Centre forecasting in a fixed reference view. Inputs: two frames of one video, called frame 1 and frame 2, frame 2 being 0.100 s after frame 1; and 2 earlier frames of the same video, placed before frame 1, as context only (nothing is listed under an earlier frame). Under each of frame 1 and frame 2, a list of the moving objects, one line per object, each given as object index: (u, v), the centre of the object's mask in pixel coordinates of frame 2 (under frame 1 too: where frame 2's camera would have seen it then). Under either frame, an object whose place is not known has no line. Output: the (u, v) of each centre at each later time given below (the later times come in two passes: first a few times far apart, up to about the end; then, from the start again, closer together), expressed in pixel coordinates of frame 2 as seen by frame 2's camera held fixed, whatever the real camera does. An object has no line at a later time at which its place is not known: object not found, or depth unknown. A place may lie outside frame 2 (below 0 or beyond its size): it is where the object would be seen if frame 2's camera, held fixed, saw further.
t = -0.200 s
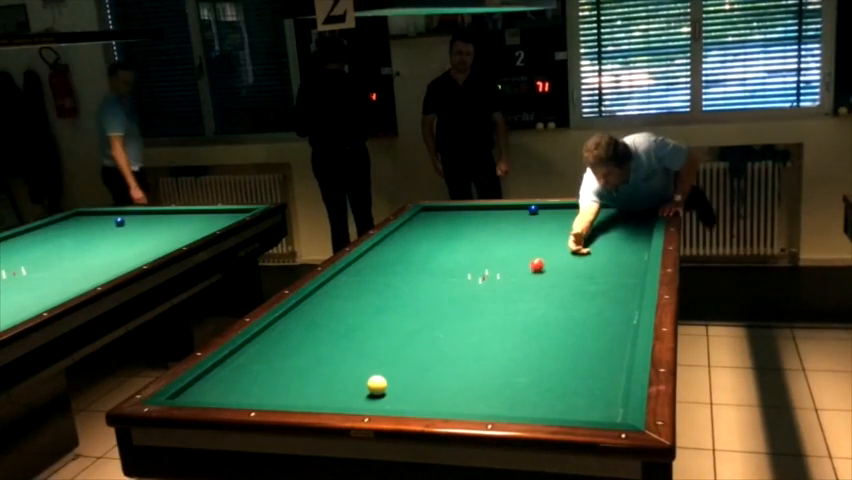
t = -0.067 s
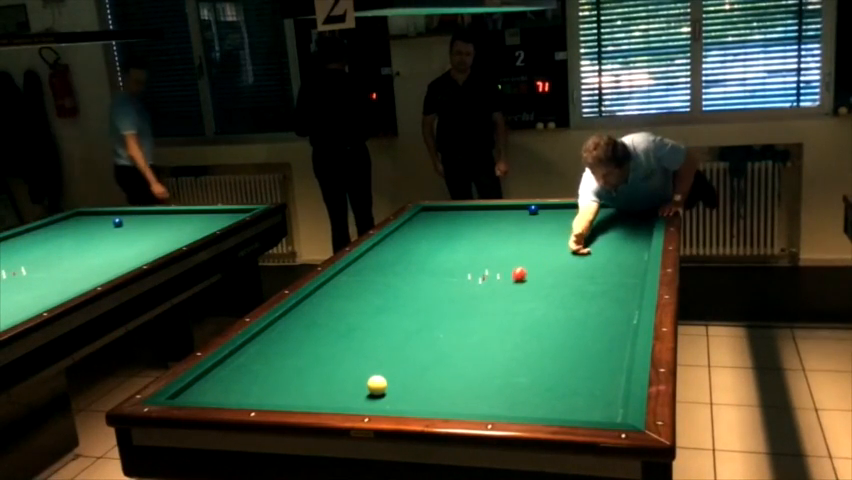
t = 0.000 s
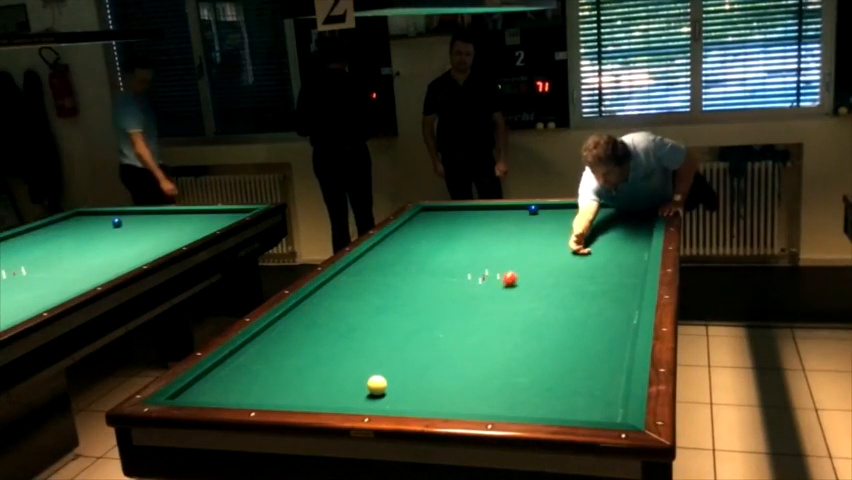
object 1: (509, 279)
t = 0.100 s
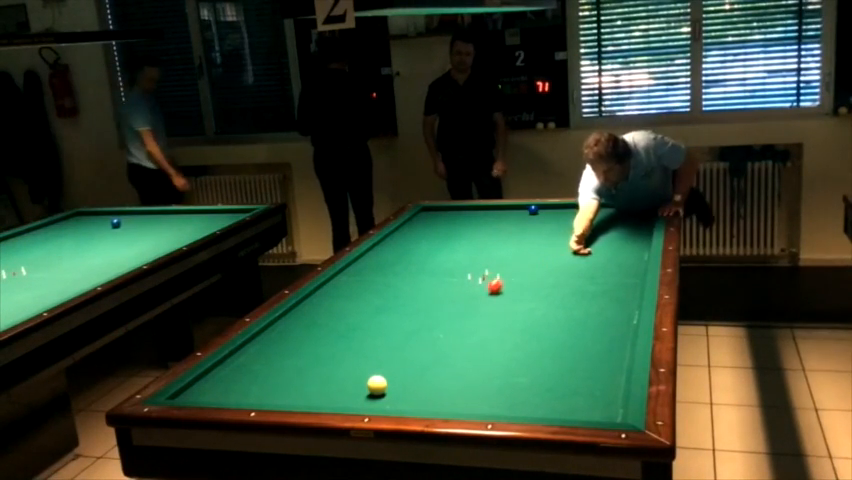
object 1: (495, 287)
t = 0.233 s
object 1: (473, 297)
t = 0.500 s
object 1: (428, 319)
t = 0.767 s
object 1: (377, 345)
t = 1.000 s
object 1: (326, 369)
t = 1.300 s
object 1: (261, 396)
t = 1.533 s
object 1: (266, 378)
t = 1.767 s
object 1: (267, 363)
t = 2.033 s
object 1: (269, 347)
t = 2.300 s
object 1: (271, 333)
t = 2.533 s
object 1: (278, 323)
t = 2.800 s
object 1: (298, 313)
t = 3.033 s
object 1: (315, 305)
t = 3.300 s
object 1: (332, 296)
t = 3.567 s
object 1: (348, 289)
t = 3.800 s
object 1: (361, 282)
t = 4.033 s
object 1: (374, 277)
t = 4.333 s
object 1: (389, 270)
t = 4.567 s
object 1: (396, 266)
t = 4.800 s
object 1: (397, 266)
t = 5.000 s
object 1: (396, 266)
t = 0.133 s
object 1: (489, 289)
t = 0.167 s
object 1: (484, 291)
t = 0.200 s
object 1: (479, 294)
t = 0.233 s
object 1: (473, 297)
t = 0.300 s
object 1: (463, 302)
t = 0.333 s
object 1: (457, 305)
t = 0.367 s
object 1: (452, 307)
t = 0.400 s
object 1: (446, 310)
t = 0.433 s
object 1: (440, 313)
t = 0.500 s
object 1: (428, 319)
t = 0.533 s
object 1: (422, 322)
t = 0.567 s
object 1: (416, 325)
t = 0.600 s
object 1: (410, 328)
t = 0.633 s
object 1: (403, 332)
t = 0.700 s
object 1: (390, 338)
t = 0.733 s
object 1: (383, 341)
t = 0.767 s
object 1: (377, 345)
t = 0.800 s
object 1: (370, 348)
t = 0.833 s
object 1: (362, 352)
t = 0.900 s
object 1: (348, 358)
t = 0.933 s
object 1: (341, 362)
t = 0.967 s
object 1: (333, 366)
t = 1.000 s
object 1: (326, 369)
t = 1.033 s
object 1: (318, 373)
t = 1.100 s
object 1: (301, 381)
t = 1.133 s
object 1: (293, 385)
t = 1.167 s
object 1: (285, 389)
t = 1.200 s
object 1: (276, 393)
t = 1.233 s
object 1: (268, 395)
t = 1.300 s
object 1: (261, 396)
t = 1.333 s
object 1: (263, 394)
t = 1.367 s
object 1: (263, 391)
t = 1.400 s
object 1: (264, 388)
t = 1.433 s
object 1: (265, 386)
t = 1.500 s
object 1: (265, 381)
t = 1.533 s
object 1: (266, 378)
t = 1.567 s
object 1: (266, 376)
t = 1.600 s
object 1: (266, 374)
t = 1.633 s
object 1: (266, 371)
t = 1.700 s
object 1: (267, 367)
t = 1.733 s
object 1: (267, 365)
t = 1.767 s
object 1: (267, 363)
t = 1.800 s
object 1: (268, 361)
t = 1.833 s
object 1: (268, 359)
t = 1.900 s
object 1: (268, 355)
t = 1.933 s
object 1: (268, 353)
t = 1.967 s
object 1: (269, 351)
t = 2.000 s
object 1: (269, 349)
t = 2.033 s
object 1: (269, 347)
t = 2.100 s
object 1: (270, 344)
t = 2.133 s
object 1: (270, 342)
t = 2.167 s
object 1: (270, 340)
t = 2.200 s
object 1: (270, 338)
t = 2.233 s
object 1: (271, 336)
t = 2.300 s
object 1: (271, 333)
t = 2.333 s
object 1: (271, 331)
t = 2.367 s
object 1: (272, 330)
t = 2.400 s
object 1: (272, 328)
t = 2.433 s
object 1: (272, 327)
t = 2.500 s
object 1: (276, 324)
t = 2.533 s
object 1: (278, 323)
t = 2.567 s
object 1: (281, 321)
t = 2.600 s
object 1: (284, 320)
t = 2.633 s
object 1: (286, 318)
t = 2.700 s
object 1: (291, 316)
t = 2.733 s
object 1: (294, 315)
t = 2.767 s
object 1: (296, 314)
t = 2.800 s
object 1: (298, 313)
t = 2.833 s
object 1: (301, 312)
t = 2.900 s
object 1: (306, 309)
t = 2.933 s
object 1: (308, 308)
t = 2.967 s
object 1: (311, 307)
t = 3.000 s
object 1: (313, 306)
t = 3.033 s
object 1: (315, 305)
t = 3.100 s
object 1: (319, 303)
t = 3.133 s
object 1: (322, 301)
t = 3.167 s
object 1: (324, 300)
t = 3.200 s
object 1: (326, 299)
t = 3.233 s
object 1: (328, 298)
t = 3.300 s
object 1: (332, 296)
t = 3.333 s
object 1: (334, 295)
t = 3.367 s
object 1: (336, 294)
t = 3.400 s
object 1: (338, 294)
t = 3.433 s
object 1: (341, 292)
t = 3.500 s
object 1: (344, 291)
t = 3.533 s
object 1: (346, 289)
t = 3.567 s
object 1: (348, 289)
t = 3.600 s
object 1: (350, 288)
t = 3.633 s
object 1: (352, 287)
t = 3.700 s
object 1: (356, 285)
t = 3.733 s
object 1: (358, 284)
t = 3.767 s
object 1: (359, 283)
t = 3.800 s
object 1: (361, 282)
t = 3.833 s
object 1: (363, 282)
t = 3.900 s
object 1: (367, 280)
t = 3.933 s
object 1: (369, 279)
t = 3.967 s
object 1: (370, 278)
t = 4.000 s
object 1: (372, 278)
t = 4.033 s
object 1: (374, 277)
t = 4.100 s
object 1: (377, 275)
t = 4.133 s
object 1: (379, 275)
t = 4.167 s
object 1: (381, 274)
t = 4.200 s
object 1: (382, 273)
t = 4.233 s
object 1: (384, 272)
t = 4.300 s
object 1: (387, 270)
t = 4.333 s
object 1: (389, 270)
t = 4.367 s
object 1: (390, 269)
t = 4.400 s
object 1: (392, 268)
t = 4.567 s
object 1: (396, 266)
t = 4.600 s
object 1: (396, 266)
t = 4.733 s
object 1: (396, 266)
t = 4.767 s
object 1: (397, 266)
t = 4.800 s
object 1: (397, 266)
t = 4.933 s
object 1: (396, 266)
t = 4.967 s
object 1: (396, 266)
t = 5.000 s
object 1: (396, 266)
